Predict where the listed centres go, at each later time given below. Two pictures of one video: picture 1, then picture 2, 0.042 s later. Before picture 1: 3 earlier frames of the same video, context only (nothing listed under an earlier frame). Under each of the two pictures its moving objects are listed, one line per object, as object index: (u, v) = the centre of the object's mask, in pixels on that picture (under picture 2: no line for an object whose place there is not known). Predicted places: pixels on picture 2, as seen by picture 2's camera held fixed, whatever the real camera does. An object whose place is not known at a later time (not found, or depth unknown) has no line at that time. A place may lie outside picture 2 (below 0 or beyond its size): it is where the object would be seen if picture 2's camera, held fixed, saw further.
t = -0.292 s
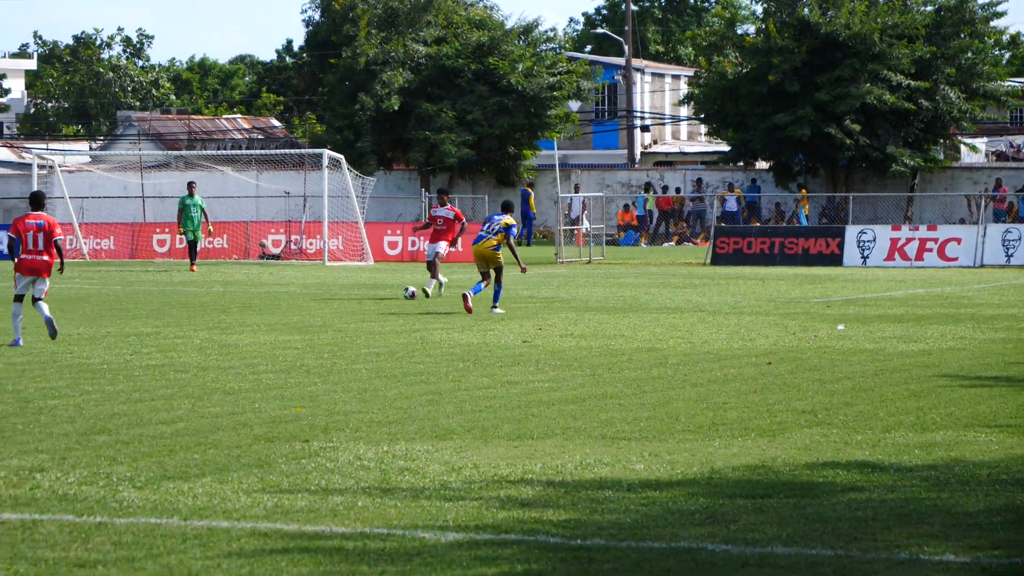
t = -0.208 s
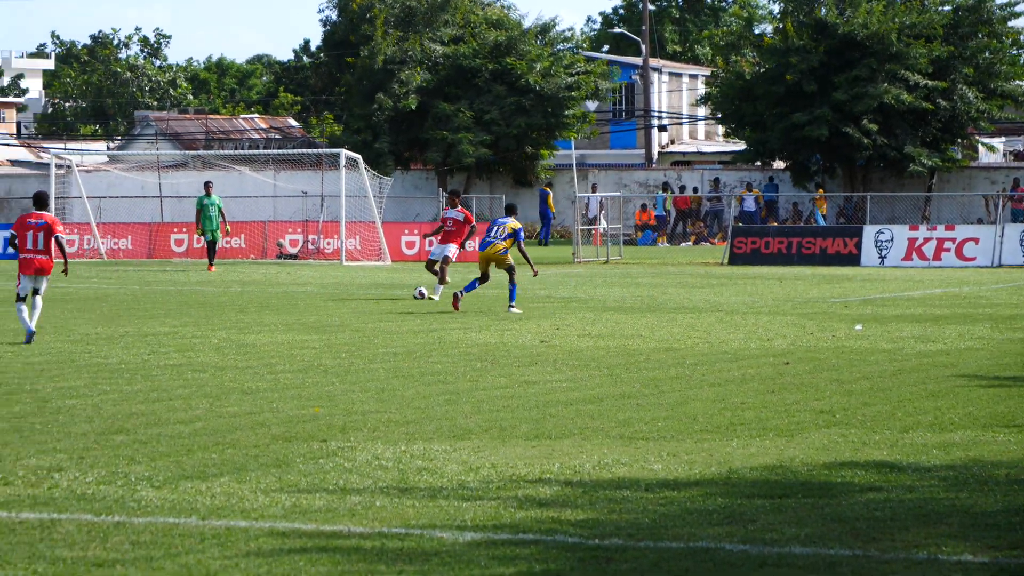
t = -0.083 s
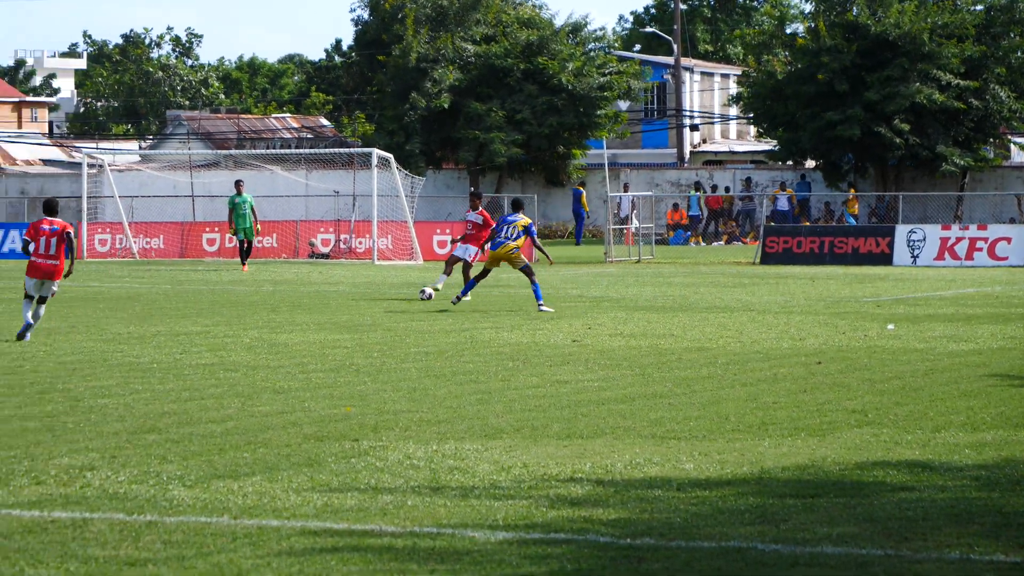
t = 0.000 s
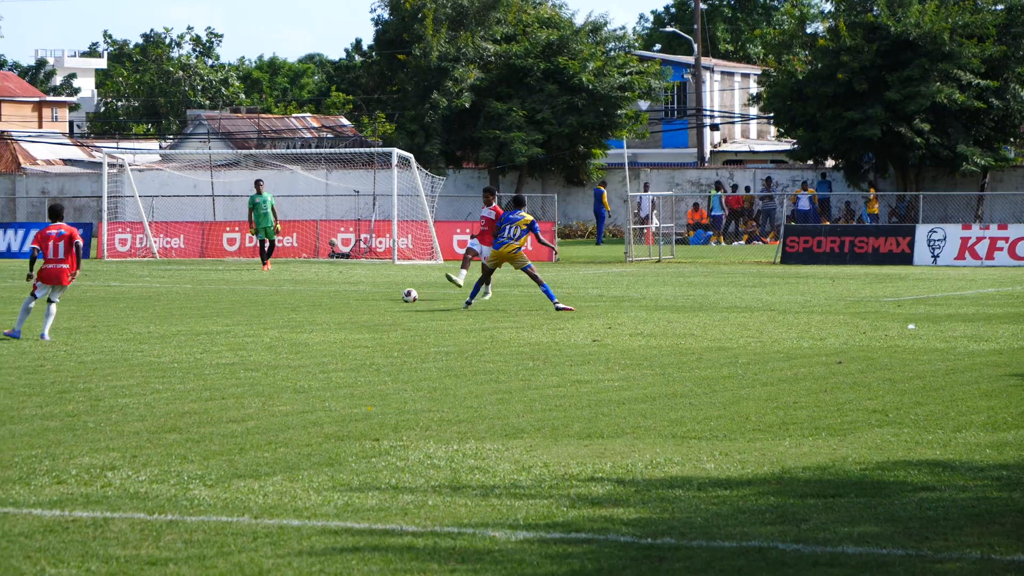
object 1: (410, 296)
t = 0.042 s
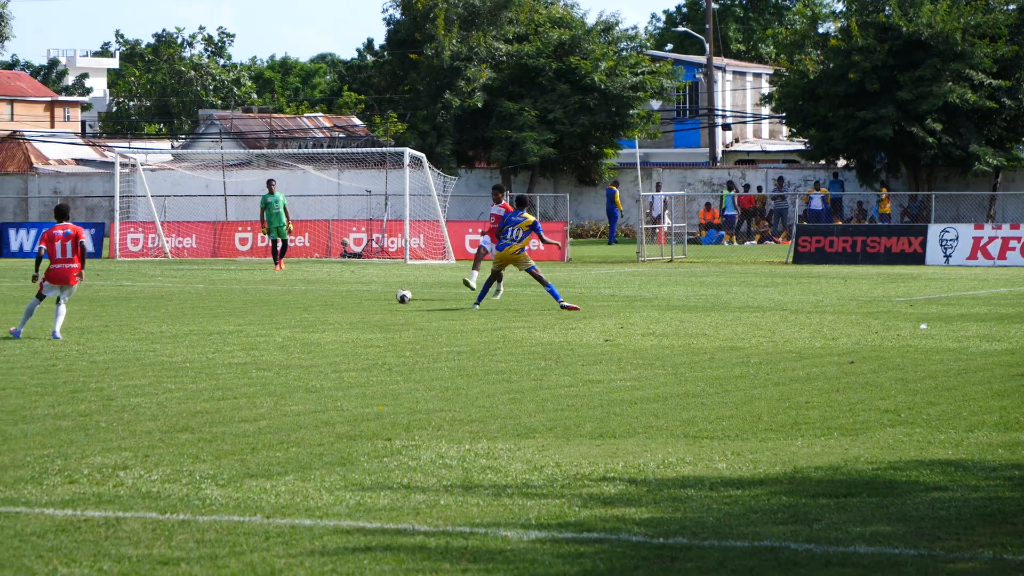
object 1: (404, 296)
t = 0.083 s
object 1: (391, 297)
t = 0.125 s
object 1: (379, 298)
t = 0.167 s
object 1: (366, 300)
